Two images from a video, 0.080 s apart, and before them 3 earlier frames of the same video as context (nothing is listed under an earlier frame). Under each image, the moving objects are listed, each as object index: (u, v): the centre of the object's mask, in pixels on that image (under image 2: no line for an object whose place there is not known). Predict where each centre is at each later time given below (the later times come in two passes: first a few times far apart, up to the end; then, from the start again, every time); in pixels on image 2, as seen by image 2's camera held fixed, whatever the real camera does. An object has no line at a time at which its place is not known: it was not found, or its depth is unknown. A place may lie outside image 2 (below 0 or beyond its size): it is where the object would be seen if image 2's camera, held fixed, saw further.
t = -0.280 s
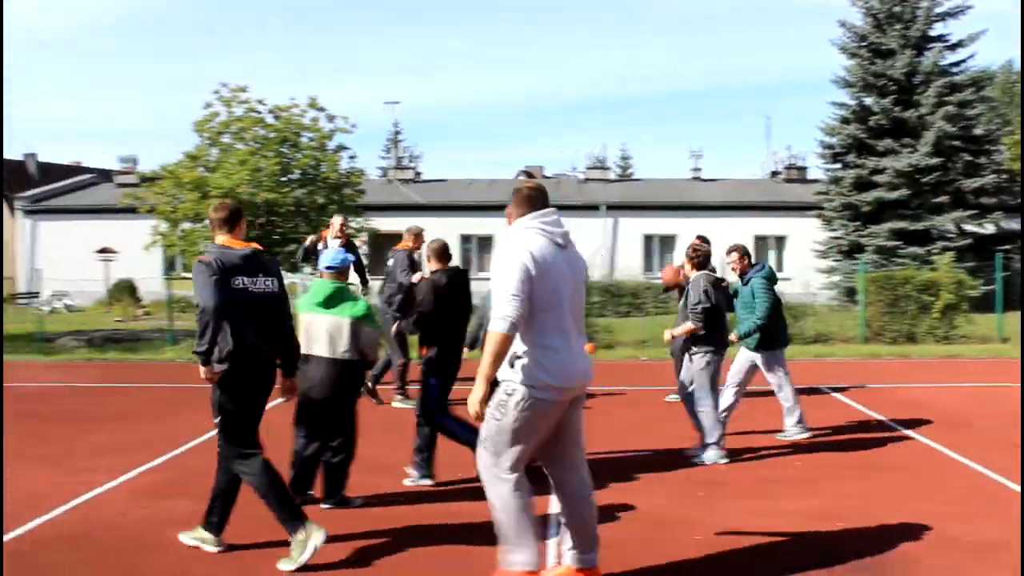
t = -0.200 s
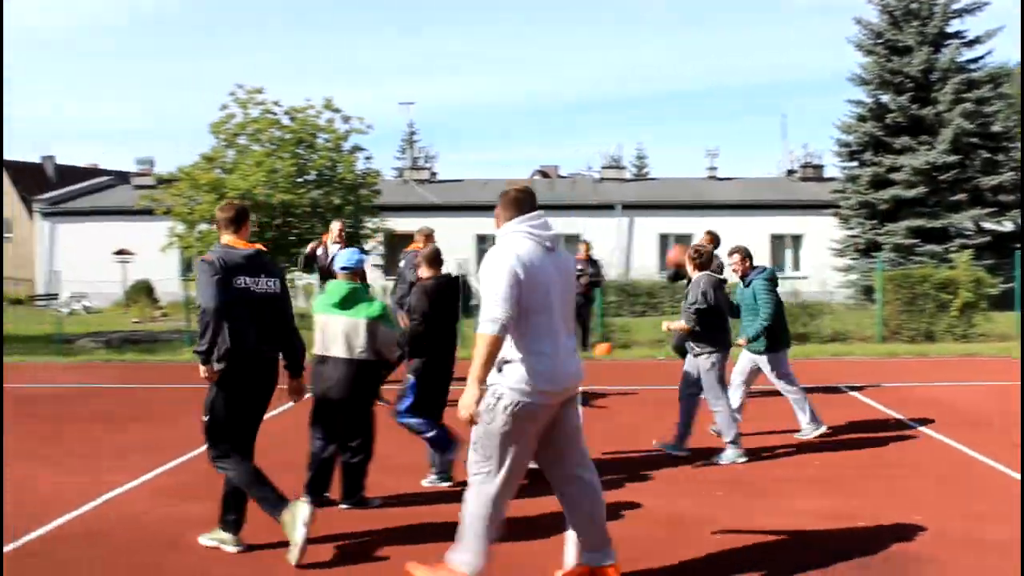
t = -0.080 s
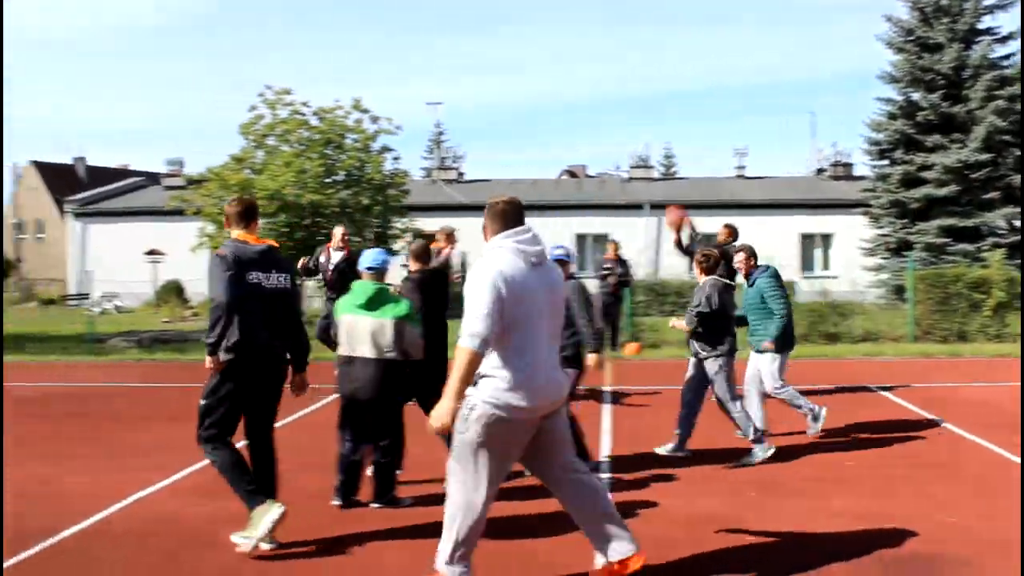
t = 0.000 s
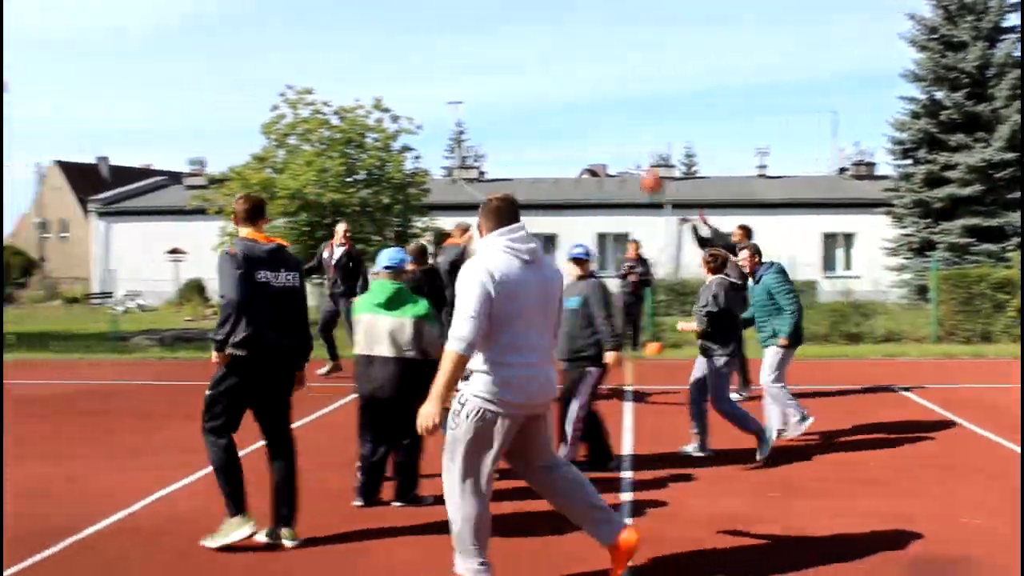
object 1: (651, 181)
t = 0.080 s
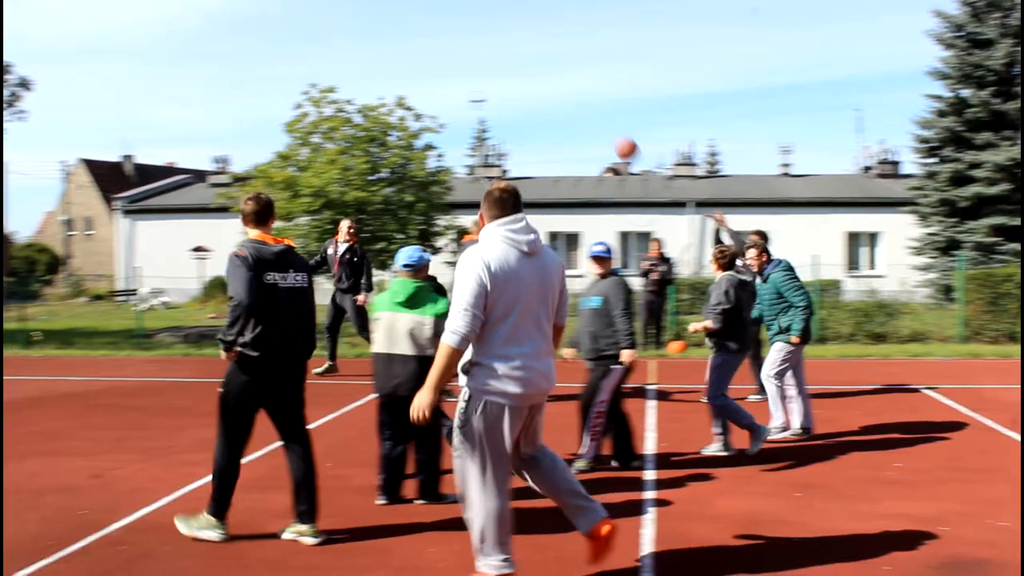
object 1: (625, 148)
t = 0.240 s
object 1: (533, 105)
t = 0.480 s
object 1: (401, 81)
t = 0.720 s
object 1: (277, 107)
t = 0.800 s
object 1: (237, 127)
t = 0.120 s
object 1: (602, 135)
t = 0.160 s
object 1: (579, 124)
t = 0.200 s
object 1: (556, 113)
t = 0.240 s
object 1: (533, 105)
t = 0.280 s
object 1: (510, 97)
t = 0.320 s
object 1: (488, 91)
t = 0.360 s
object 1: (466, 86)
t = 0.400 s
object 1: (444, 83)
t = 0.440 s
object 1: (423, 81)
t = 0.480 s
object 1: (401, 81)
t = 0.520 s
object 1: (380, 81)
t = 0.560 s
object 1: (359, 83)
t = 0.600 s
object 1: (338, 88)
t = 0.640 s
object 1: (317, 94)
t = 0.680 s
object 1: (297, 99)
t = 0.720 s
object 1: (277, 107)
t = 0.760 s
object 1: (257, 116)
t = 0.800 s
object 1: (237, 127)
